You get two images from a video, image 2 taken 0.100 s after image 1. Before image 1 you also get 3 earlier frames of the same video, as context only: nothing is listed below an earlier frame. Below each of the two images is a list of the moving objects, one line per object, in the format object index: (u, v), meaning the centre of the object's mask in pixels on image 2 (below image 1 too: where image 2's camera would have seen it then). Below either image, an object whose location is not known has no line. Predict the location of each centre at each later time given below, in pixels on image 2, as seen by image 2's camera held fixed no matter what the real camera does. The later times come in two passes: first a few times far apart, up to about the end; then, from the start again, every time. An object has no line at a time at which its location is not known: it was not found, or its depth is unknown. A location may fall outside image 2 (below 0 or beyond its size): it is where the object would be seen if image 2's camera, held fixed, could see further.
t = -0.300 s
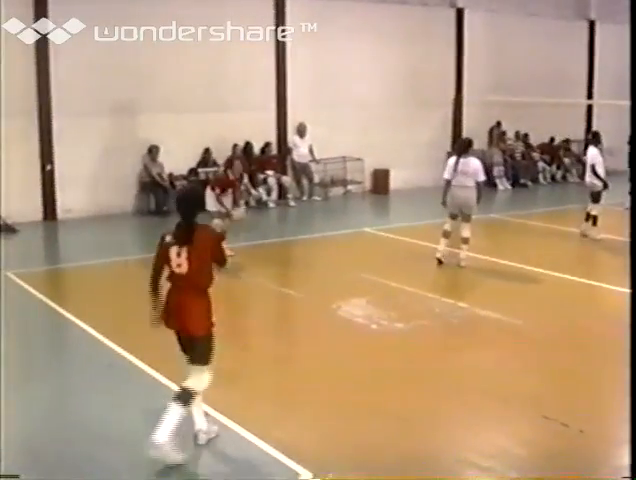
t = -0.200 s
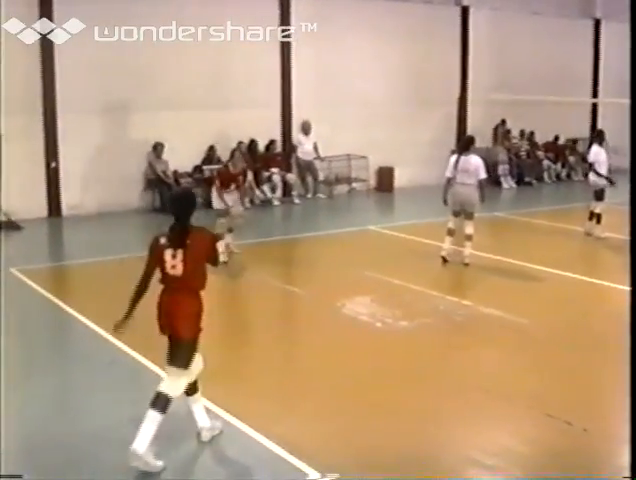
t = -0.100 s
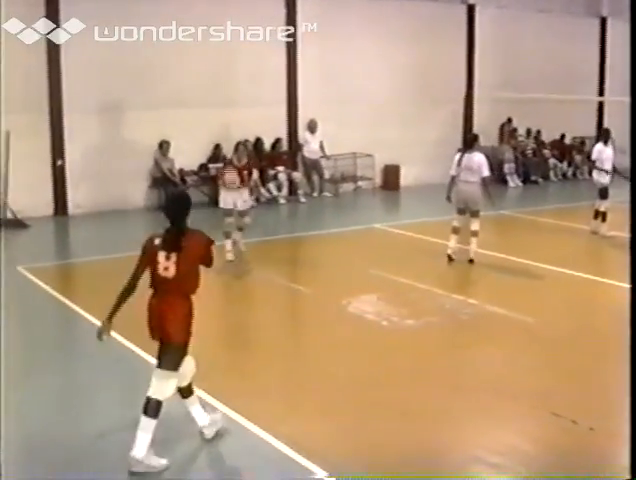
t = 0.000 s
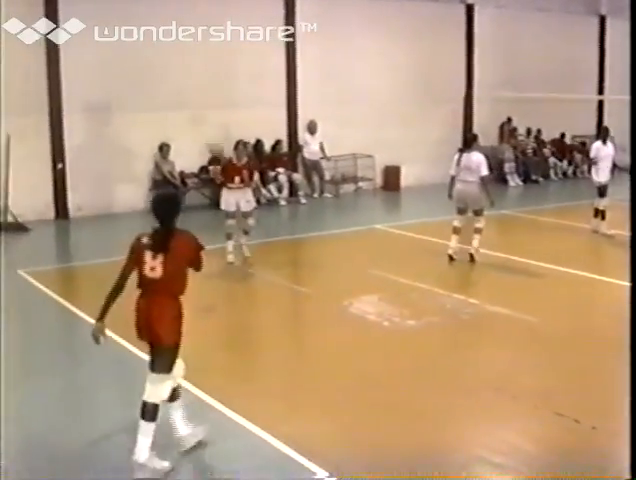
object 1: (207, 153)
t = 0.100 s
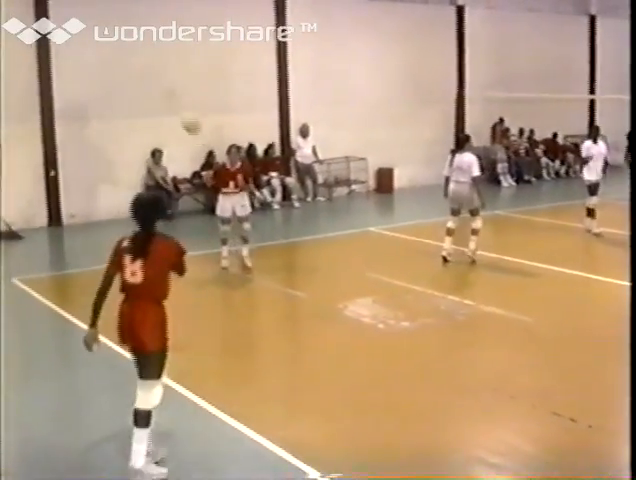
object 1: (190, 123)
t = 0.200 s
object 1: (175, 104)
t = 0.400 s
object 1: (136, 85)
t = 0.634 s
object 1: (84, 120)
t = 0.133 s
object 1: (186, 118)
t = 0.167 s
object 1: (180, 111)
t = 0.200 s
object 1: (175, 104)
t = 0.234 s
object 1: (168, 98)
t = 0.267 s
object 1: (163, 93)
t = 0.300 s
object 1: (157, 90)
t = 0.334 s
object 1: (149, 87)
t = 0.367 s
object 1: (143, 85)
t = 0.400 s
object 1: (136, 85)
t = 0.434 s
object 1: (129, 86)
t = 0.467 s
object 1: (122, 87)
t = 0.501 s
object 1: (116, 91)
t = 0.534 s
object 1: (108, 96)
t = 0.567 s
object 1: (100, 103)
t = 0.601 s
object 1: (92, 110)
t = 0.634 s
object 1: (84, 120)
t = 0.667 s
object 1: (75, 133)
